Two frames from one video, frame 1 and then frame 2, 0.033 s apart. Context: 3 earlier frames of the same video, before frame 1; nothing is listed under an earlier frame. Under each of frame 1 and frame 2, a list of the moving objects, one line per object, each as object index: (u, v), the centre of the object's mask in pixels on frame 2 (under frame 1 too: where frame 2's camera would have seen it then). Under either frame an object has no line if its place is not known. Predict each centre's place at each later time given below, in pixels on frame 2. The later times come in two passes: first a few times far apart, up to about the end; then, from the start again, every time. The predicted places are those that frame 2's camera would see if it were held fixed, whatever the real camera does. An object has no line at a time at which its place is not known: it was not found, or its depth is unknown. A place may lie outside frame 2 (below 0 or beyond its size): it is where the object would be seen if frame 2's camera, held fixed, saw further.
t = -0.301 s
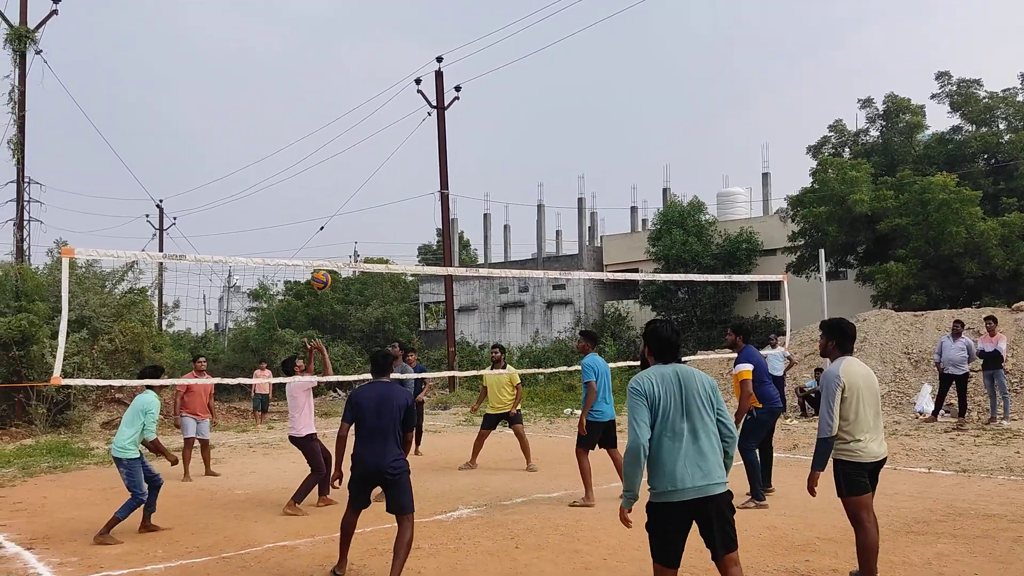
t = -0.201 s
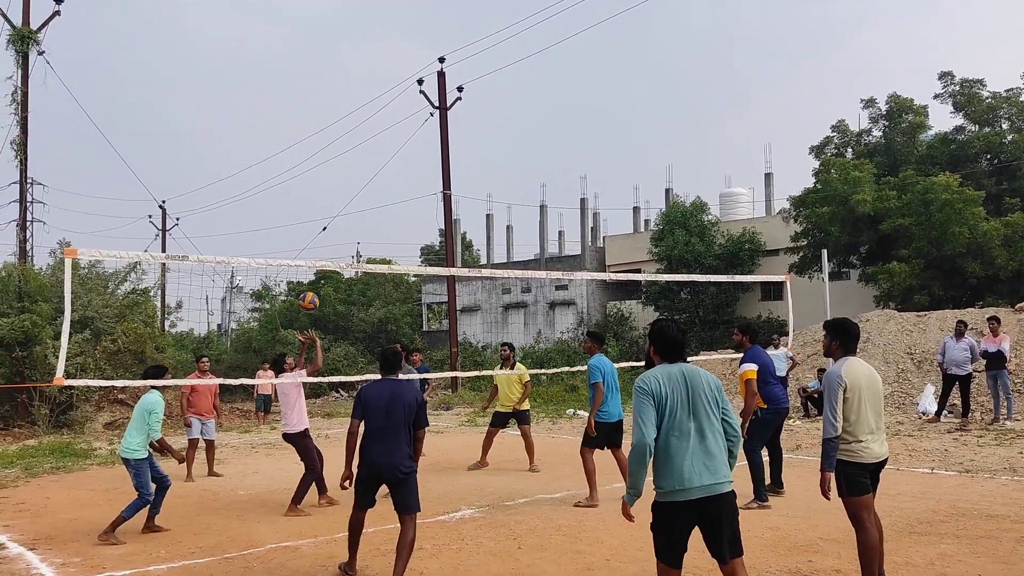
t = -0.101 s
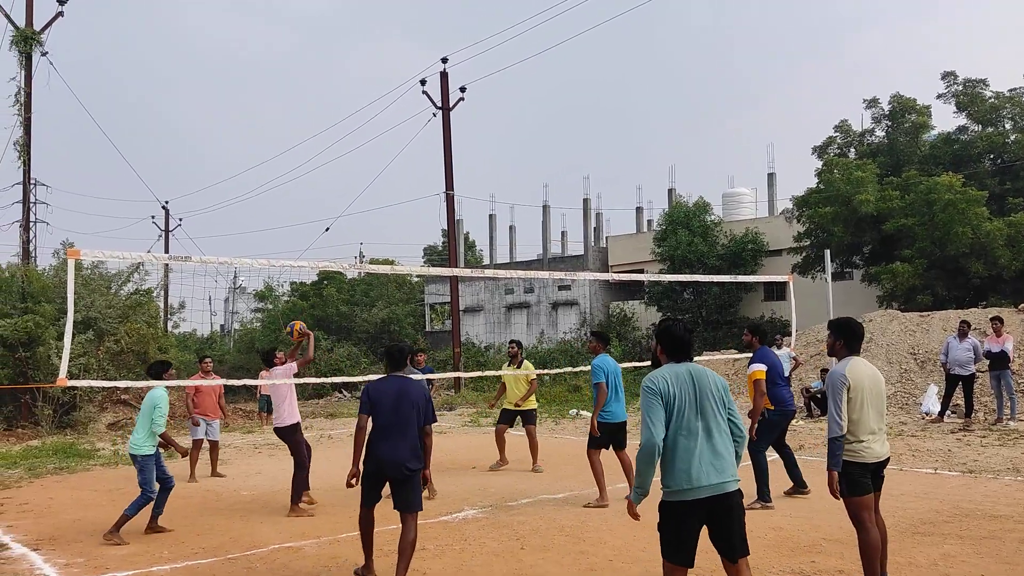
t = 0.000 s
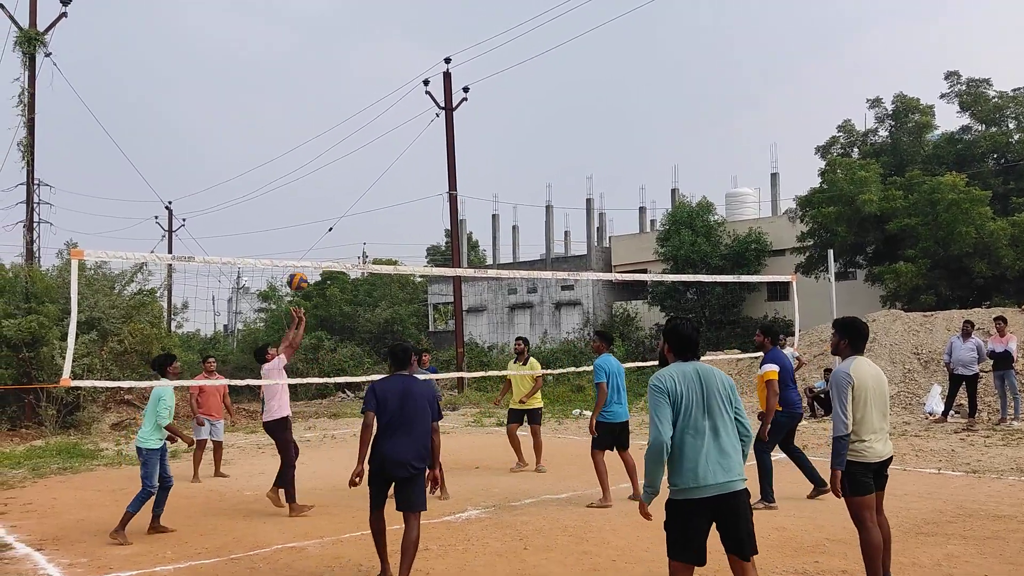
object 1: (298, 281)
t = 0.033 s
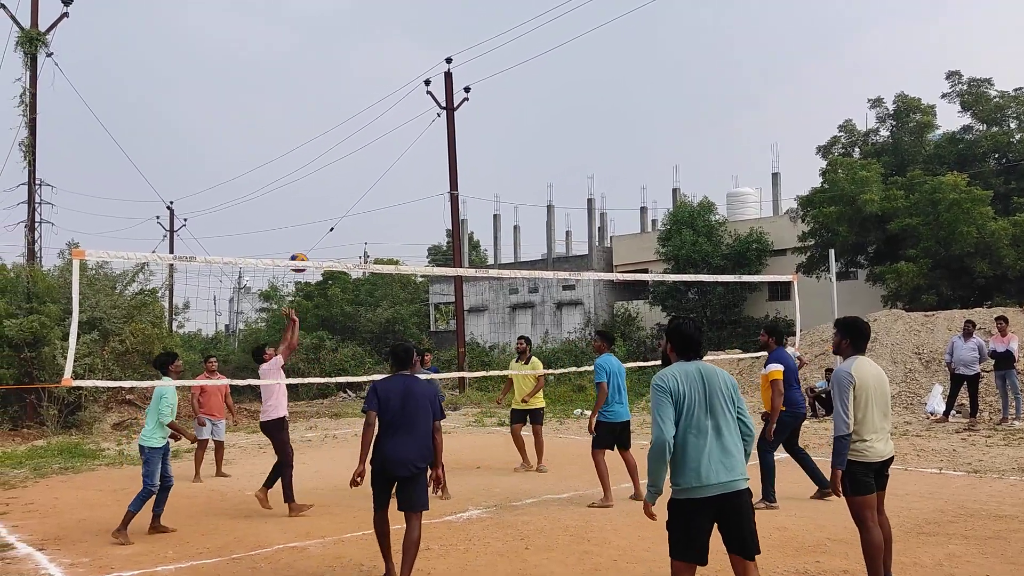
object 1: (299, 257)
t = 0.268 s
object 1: (302, 162)
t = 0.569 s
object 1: (307, 107)
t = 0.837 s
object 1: (312, 126)
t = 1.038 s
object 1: (316, 181)
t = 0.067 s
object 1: (299, 245)
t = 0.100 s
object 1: (299, 229)
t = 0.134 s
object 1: (300, 213)
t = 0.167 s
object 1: (300, 199)
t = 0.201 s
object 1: (301, 186)
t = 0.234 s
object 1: (302, 174)
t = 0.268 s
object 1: (302, 162)
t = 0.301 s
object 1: (303, 152)
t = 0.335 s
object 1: (303, 143)
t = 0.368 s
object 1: (304, 135)
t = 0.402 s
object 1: (305, 128)
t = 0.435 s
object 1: (305, 122)
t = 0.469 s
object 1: (306, 117)
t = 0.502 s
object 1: (306, 112)
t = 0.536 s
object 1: (307, 109)
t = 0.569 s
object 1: (307, 107)
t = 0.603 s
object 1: (308, 106)
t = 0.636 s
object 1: (309, 106)
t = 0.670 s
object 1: (309, 107)
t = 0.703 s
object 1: (310, 109)
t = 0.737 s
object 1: (310, 111)
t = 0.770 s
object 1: (311, 115)
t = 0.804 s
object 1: (311, 120)
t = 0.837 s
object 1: (312, 126)
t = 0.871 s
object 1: (312, 133)
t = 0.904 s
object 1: (313, 140)
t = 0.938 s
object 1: (313, 149)
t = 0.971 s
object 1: (314, 159)
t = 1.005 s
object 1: (315, 170)
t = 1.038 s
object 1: (316, 181)
